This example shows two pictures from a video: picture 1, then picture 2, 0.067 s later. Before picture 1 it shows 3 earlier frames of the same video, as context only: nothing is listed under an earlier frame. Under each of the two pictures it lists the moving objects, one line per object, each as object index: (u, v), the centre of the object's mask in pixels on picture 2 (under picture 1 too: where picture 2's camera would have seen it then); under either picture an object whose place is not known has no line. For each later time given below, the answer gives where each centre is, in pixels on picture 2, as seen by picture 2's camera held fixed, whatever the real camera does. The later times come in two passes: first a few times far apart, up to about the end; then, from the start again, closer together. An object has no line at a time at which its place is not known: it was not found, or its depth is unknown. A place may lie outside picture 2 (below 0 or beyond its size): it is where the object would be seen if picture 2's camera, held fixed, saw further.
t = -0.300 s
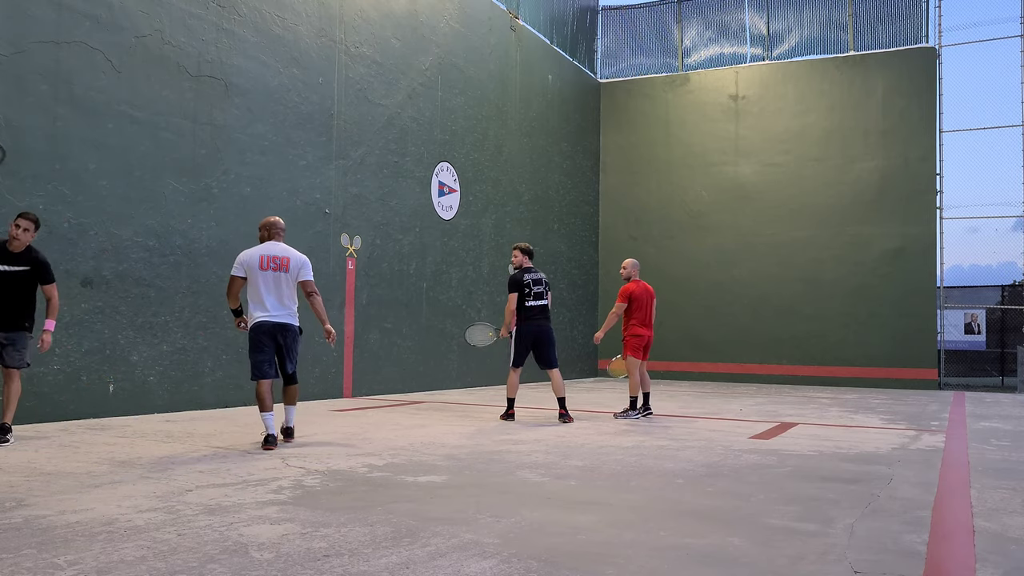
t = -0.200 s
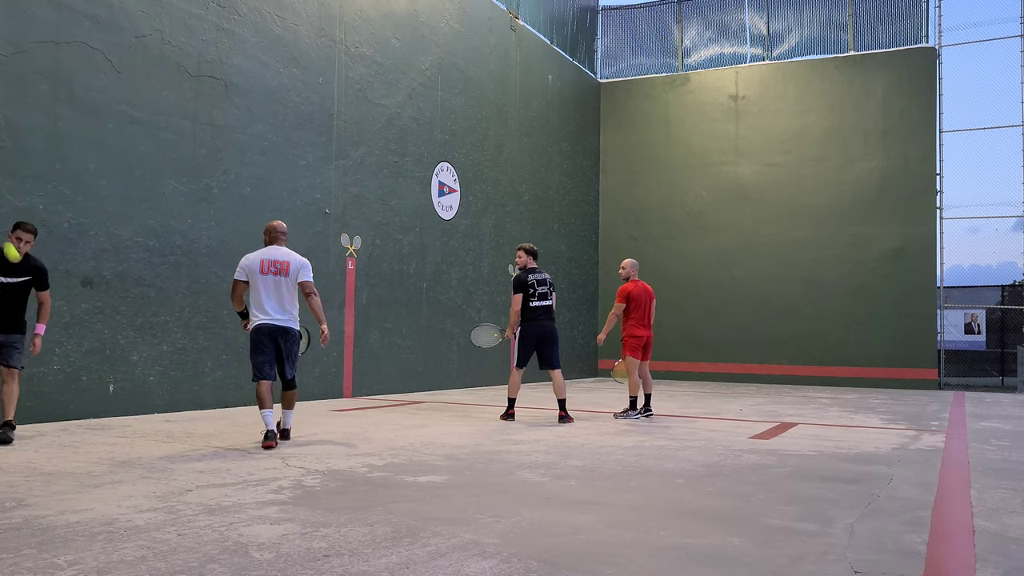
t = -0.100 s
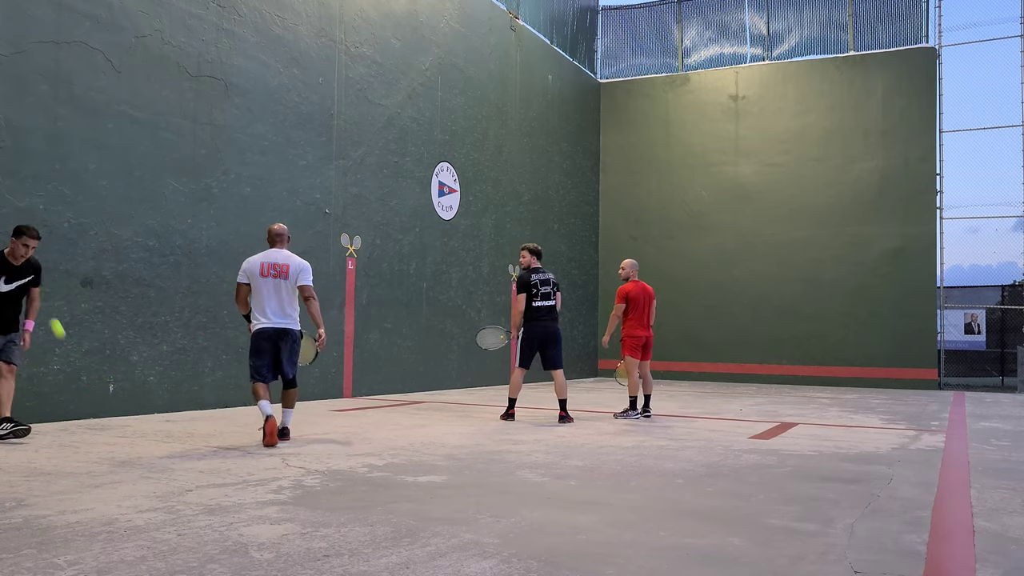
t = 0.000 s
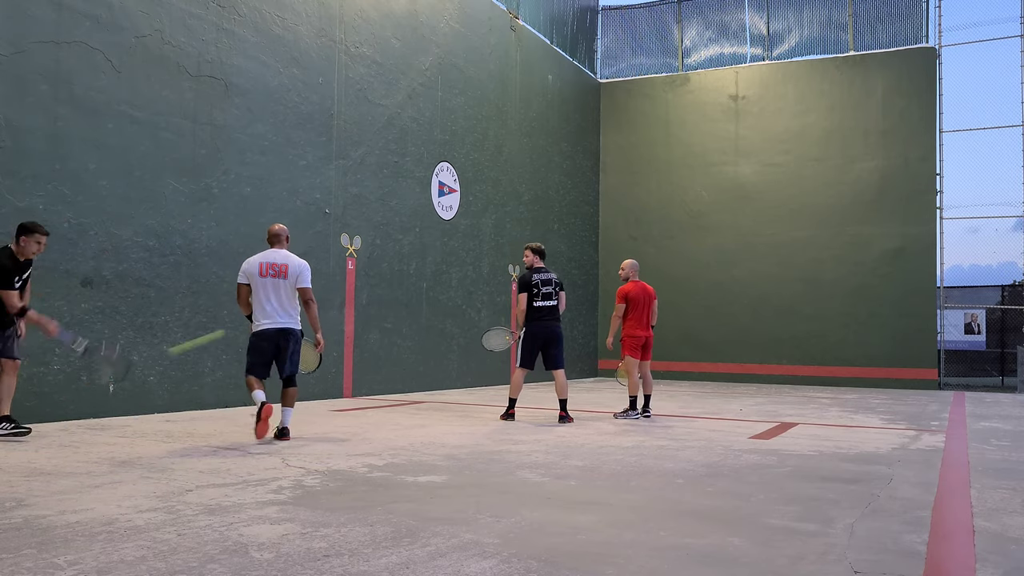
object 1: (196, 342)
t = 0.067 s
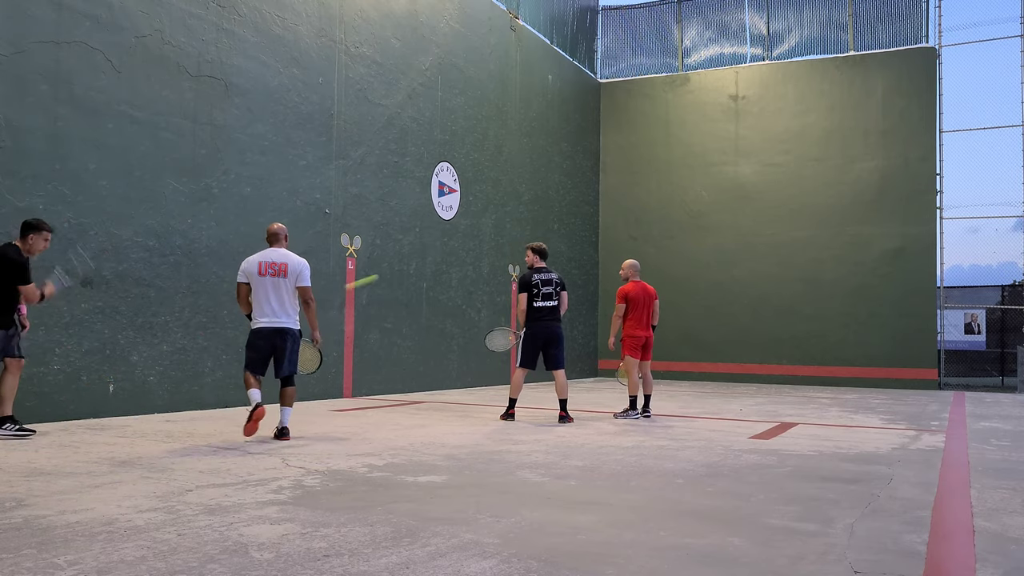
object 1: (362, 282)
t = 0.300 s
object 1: (605, 210)
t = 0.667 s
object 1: (617, 161)
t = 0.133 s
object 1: (463, 248)
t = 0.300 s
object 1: (605, 210)
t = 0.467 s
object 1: (667, 197)
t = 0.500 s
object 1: (664, 194)
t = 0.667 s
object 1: (617, 161)
